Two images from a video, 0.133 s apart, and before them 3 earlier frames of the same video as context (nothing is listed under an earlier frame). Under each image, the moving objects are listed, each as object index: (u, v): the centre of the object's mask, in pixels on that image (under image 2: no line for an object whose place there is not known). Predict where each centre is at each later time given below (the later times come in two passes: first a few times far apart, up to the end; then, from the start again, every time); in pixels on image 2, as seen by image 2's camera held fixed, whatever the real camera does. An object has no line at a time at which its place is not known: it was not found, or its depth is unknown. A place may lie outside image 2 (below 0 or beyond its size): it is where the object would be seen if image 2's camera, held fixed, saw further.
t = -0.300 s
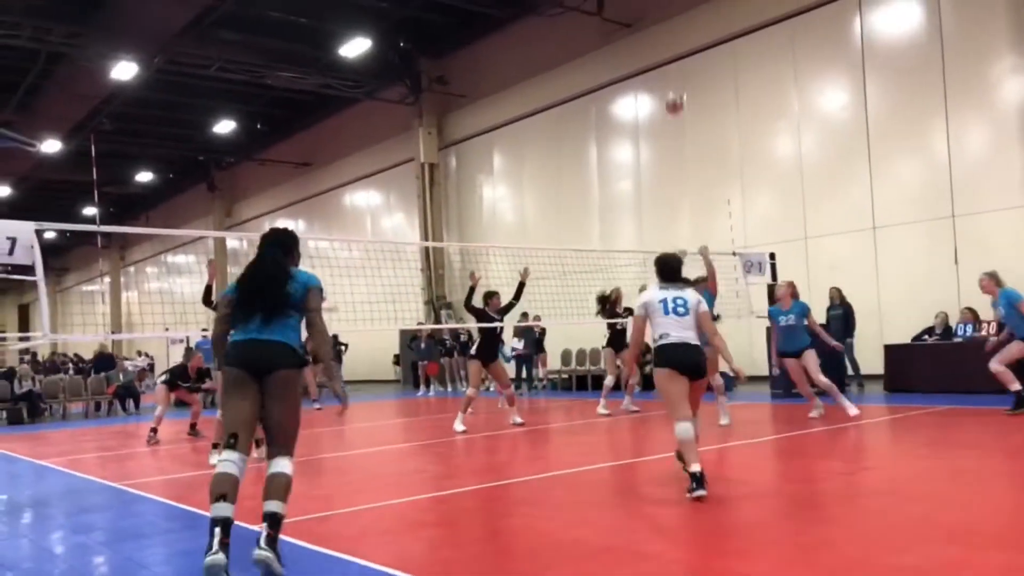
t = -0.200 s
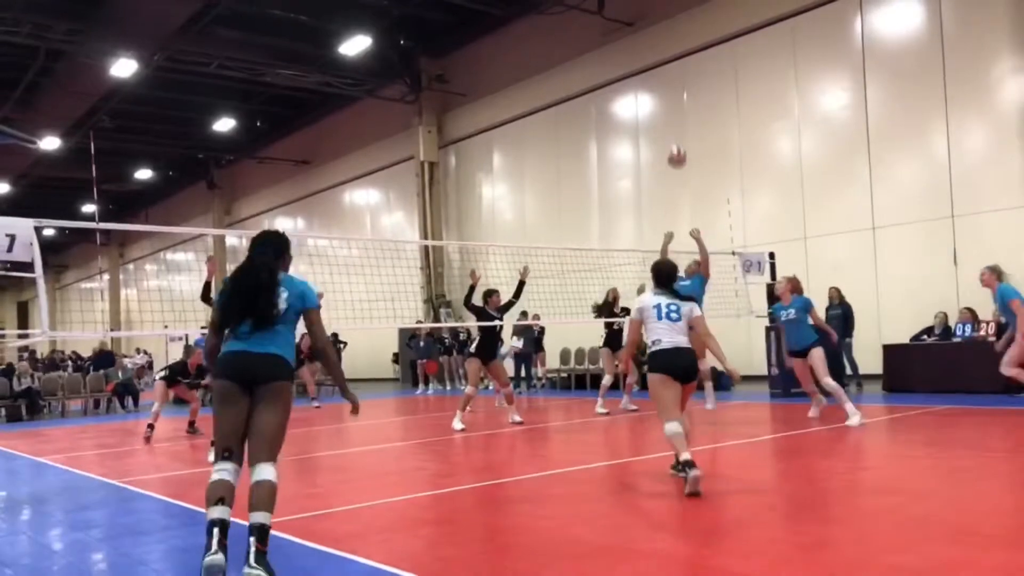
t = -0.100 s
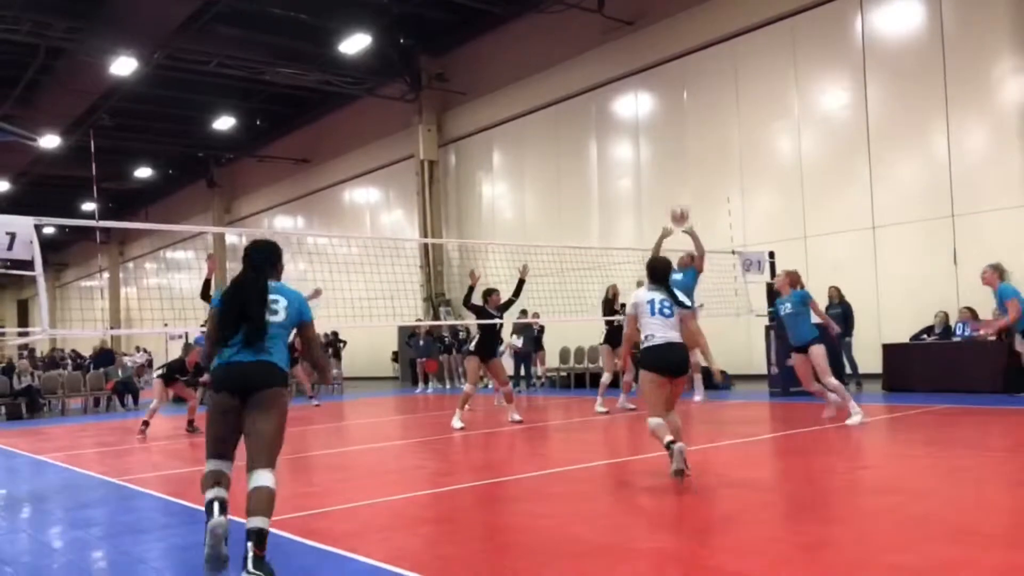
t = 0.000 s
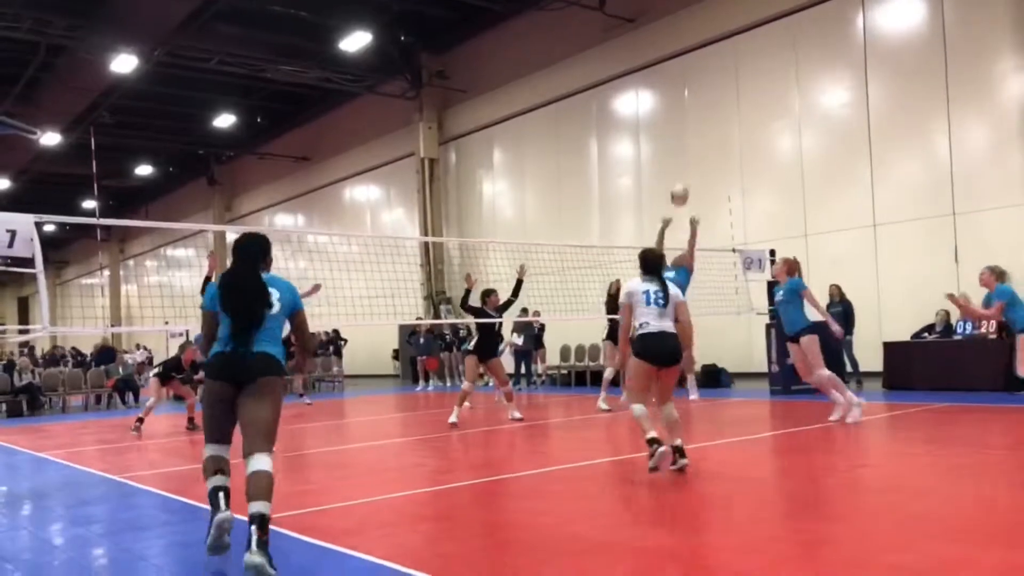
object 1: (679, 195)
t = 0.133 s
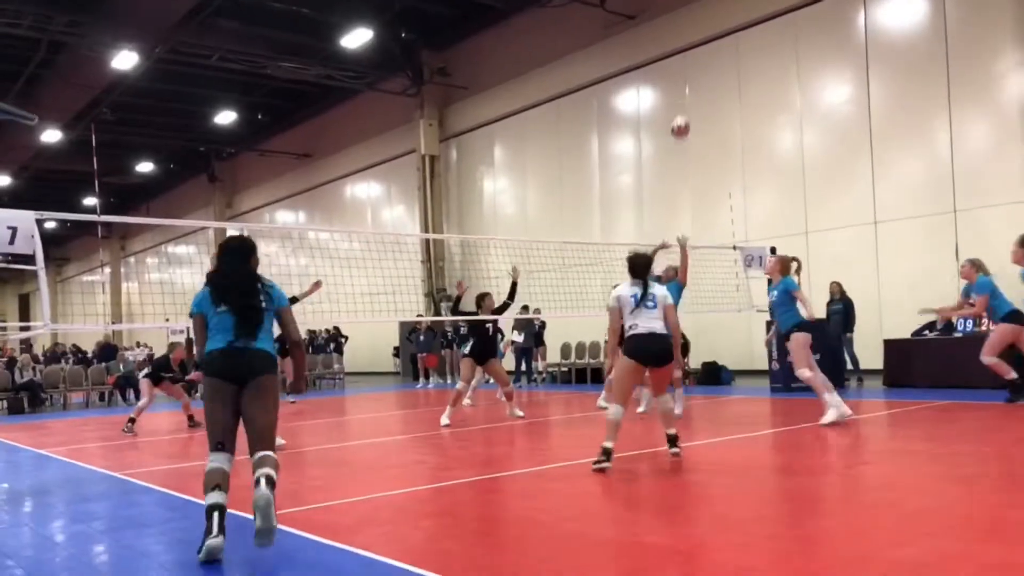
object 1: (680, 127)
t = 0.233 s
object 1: (680, 88)
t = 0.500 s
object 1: (684, 19)
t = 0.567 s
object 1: (686, 13)
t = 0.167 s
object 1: (681, 114)
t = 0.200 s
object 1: (681, 101)
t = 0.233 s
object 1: (680, 88)
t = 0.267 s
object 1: (681, 76)
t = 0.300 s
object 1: (681, 65)
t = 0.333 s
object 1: (681, 56)
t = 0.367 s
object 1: (681, 47)
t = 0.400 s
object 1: (682, 39)
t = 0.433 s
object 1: (682, 33)
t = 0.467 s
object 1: (683, 26)
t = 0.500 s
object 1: (684, 19)
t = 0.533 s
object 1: (684, 16)
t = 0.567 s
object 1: (686, 13)
